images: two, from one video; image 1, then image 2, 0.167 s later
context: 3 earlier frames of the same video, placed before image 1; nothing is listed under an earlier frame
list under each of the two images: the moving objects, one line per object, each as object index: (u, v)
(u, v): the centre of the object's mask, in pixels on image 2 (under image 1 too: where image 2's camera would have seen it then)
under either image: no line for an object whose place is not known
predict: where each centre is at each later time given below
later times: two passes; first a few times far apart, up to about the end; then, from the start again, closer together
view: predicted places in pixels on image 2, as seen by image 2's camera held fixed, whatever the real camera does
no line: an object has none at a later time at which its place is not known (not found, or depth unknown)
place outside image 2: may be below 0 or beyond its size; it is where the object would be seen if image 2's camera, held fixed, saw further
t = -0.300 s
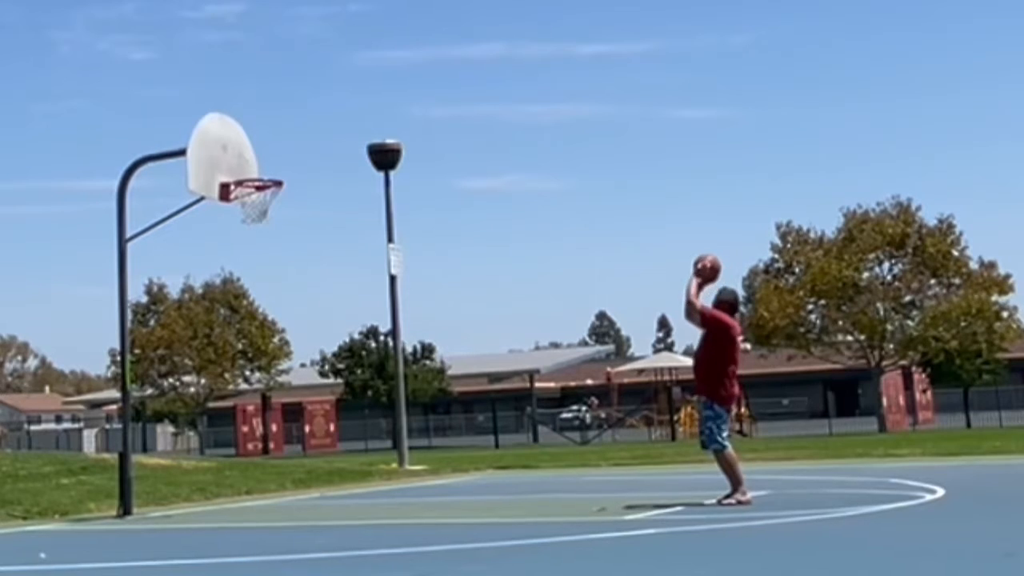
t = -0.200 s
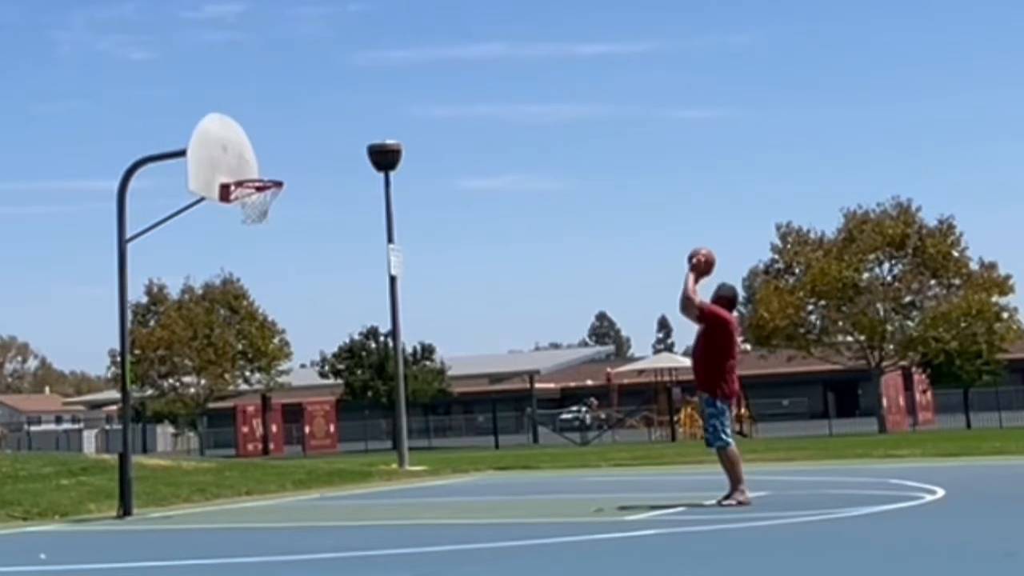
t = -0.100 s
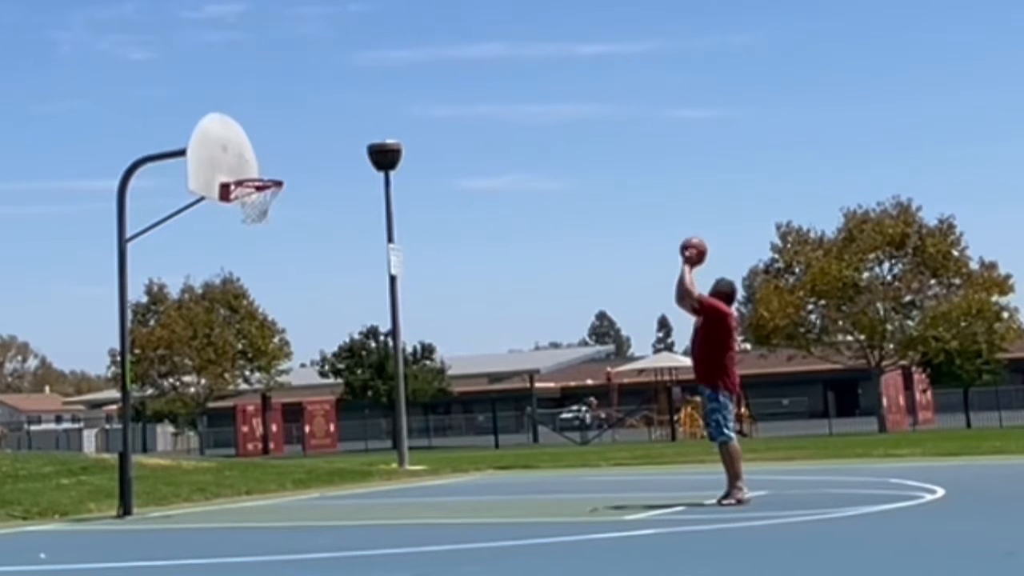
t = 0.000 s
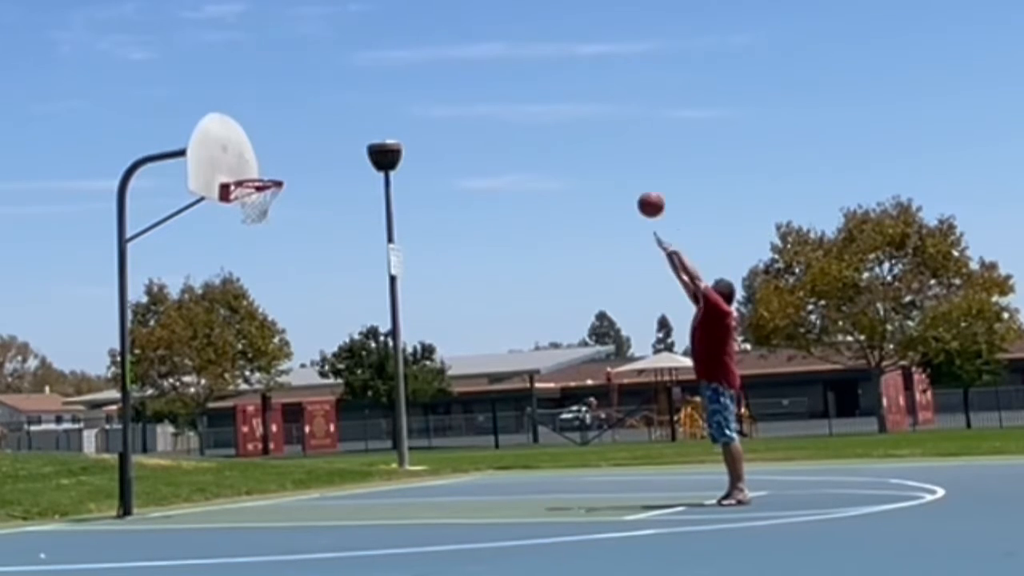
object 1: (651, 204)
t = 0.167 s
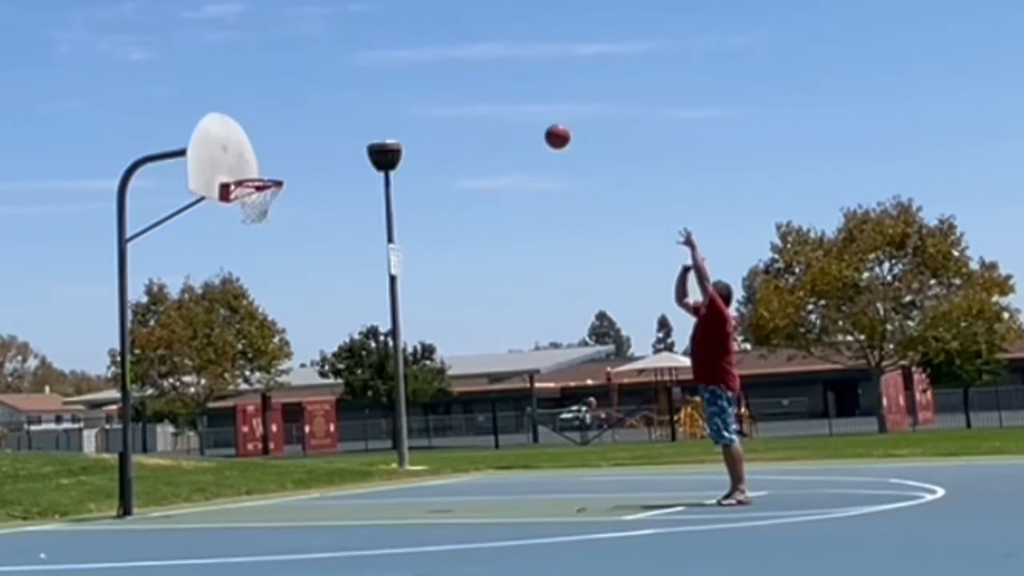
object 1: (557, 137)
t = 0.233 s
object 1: (522, 119)
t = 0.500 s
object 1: (392, 98)
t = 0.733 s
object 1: (290, 138)
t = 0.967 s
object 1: (277, 168)
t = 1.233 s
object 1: (332, 168)
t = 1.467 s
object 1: (380, 222)
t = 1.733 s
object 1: (434, 345)
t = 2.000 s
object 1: (483, 453)
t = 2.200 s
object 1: (502, 361)
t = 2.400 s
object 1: (524, 309)
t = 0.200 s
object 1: (539, 127)
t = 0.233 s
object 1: (522, 119)
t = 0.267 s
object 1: (505, 113)
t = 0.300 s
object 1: (488, 107)
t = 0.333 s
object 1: (472, 103)
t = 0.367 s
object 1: (455, 100)
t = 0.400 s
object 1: (439, 98)
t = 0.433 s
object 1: (423, 97)
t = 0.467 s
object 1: (407, 97)
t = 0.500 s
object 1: (392, 98)
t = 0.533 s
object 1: (377, 101)
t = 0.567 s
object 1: (362, 104)
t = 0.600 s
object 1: (347, 109)
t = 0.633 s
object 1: (332, 114)
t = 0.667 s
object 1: (319, 121)
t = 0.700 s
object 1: (304, 129)
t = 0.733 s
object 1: (290, 138)
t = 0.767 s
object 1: (276, 148)
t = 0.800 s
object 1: (263, 159)
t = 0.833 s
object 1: (249, 170)
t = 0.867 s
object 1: (247, 173)
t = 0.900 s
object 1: (259, 172)
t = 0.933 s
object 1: (271, 170)
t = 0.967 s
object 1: (277, 168)
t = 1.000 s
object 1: (285, 164)
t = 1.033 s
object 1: (292, 162)
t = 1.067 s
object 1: (298, 160)
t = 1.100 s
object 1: (305, 160)
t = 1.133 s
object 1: (312, 160)
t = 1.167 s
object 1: (319, 162)
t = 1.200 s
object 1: (325, 165)
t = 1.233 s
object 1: (332, 168)
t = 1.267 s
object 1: (339, 173)
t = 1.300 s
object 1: (346, 179)
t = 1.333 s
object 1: (352, 186)
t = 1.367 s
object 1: (359, 193)
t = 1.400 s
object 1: (366, 202)
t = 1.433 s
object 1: (372, 212)
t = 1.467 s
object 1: (380, 222)
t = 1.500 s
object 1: (387, 234)
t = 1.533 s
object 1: (393, 248)
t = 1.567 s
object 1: (400, 261)
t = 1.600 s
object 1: (407, 276)
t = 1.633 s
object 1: (414, 291)
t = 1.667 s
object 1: (420, 308)
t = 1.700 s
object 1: (427, 326)
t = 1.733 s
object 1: (434, 345)
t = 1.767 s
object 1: (441, 364)
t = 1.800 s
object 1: (447, 387)
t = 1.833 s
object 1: (455, 406)
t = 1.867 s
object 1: (461, 430)
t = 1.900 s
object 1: (468, 454)
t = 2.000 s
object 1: (483, 453)
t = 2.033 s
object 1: (486, 434)
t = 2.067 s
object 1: (490, 417)
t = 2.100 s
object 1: (492, 400)
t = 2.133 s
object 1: (495, 387)
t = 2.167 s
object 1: (498, 375)
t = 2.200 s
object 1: (502, 361)
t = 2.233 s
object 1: (506, 350)
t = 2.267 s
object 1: (509, 340)
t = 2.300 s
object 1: (513, 331)
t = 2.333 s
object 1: (517, 323)
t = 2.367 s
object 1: (520, 316)
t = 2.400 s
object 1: (524, 309)
